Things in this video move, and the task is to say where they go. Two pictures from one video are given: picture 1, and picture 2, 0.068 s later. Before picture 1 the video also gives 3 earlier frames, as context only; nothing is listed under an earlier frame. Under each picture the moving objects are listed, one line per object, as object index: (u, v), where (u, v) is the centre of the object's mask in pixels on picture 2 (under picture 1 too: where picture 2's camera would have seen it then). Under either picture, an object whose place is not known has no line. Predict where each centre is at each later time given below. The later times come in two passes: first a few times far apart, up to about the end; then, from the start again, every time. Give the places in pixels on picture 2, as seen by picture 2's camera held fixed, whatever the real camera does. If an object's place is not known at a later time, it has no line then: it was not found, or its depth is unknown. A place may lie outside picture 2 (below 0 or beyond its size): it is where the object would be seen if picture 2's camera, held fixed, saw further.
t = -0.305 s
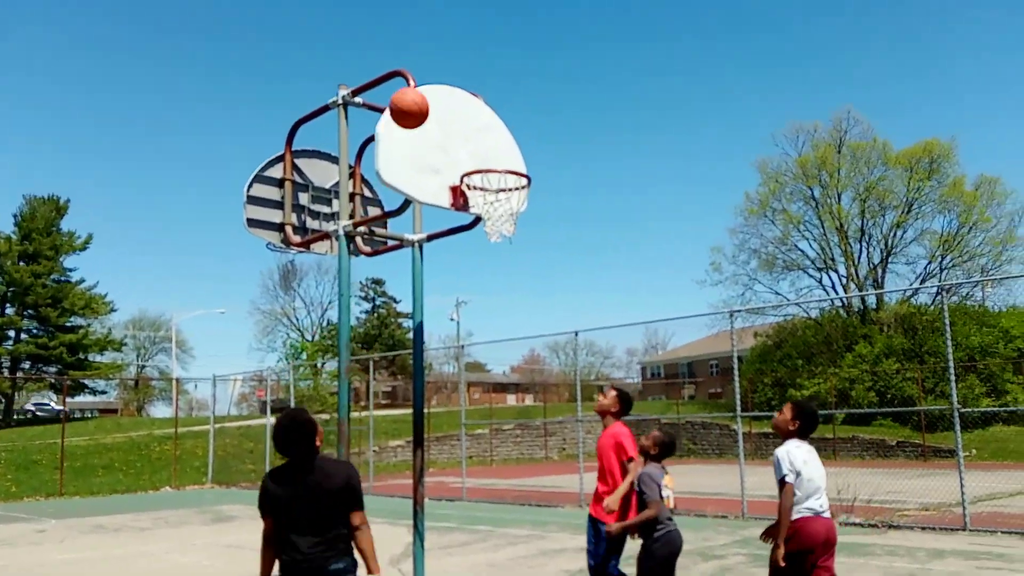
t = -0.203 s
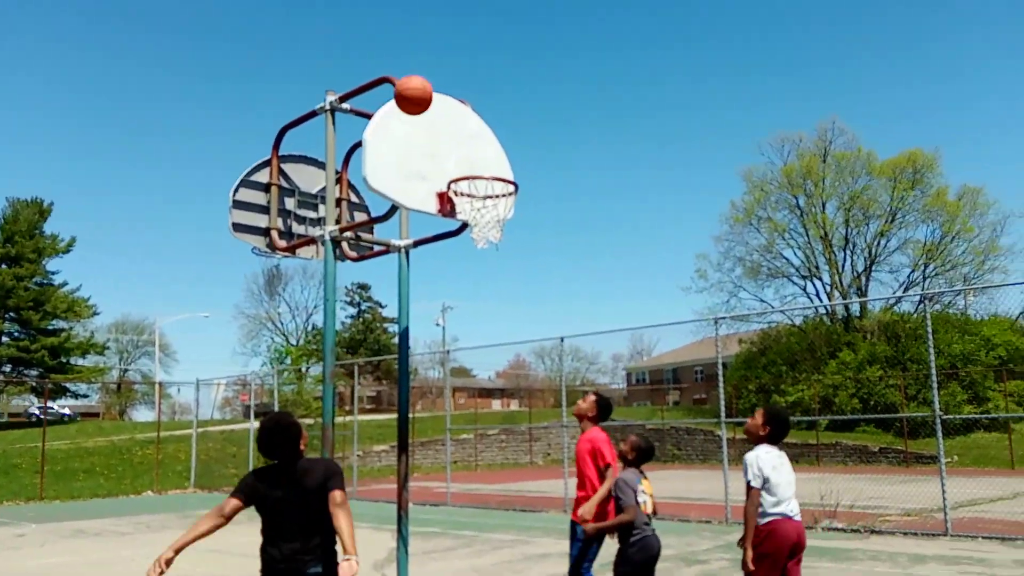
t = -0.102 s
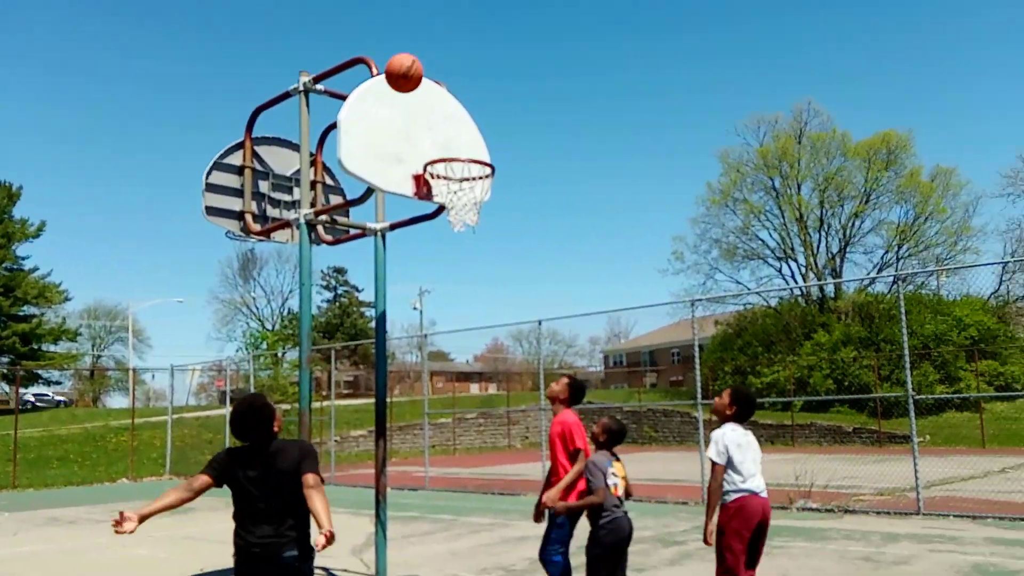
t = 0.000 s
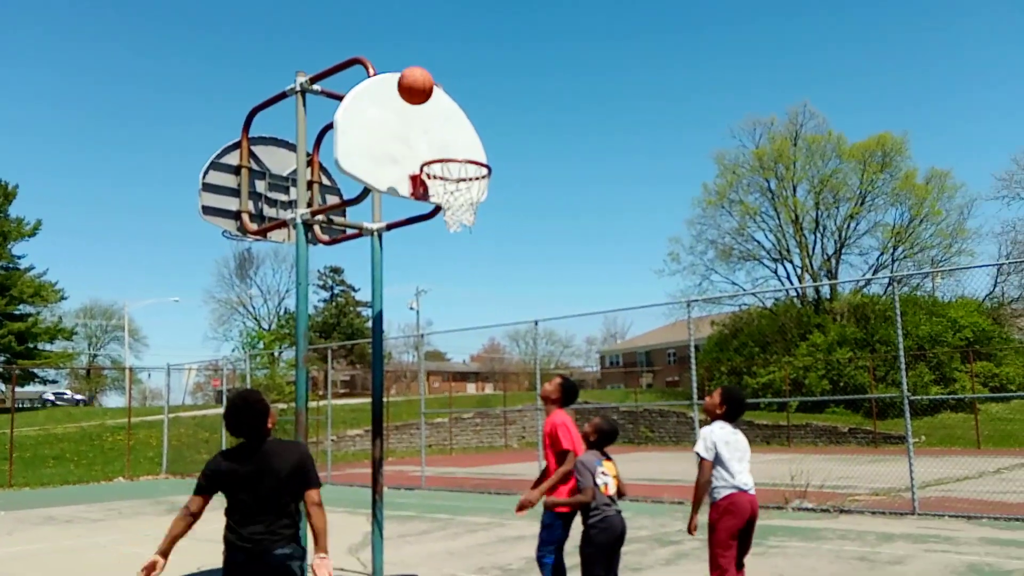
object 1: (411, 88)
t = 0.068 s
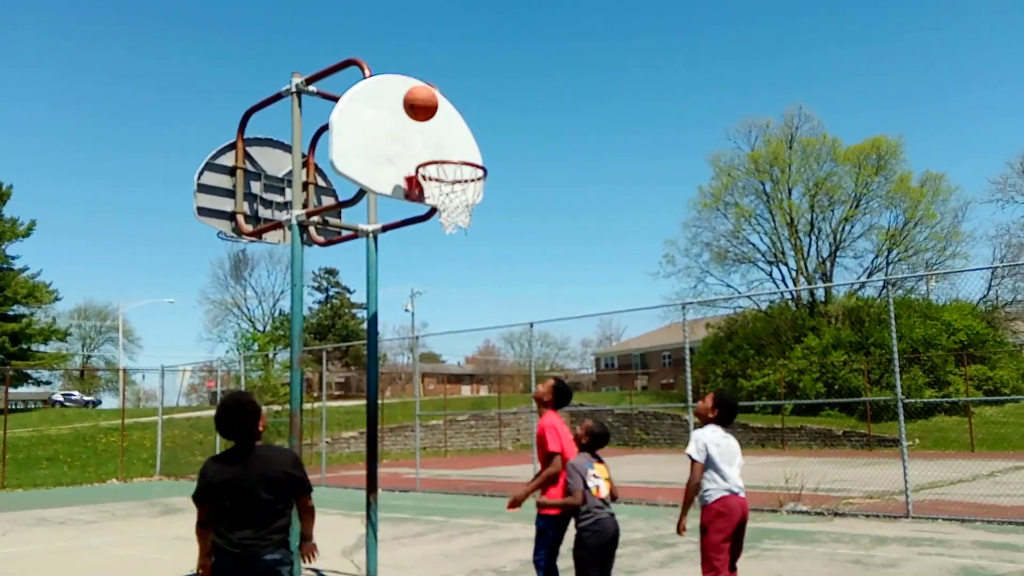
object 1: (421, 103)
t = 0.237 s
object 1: (443, 166)
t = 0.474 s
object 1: (475, 129)
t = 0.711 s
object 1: (482, 134)
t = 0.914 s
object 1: (489, 207)
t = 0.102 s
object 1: (424, 114)
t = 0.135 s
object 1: (430, 126)
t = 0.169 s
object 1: (435, 138)
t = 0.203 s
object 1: (439, 152)
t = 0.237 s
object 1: (443, 166)
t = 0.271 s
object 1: (451, 162)
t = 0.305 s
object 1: (460, 159)
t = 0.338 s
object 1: (471, 155)
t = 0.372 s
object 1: (475, 148)
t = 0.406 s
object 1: (474, 141)
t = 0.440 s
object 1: (474, 134)
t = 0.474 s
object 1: (475, 129)
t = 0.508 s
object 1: (477, 124)
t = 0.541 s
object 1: (478, 121)
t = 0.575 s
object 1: (478, 120)
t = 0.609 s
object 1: (479, 122)
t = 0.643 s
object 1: (480, 124)
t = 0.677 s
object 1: (481, 128)
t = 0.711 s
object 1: (482, 134)
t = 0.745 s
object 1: (484, 141)
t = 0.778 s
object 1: (486, 151)
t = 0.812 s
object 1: (487, 162)
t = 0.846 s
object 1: (489, 175)
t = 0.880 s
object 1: (489, 189)
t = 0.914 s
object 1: (489, 207)
